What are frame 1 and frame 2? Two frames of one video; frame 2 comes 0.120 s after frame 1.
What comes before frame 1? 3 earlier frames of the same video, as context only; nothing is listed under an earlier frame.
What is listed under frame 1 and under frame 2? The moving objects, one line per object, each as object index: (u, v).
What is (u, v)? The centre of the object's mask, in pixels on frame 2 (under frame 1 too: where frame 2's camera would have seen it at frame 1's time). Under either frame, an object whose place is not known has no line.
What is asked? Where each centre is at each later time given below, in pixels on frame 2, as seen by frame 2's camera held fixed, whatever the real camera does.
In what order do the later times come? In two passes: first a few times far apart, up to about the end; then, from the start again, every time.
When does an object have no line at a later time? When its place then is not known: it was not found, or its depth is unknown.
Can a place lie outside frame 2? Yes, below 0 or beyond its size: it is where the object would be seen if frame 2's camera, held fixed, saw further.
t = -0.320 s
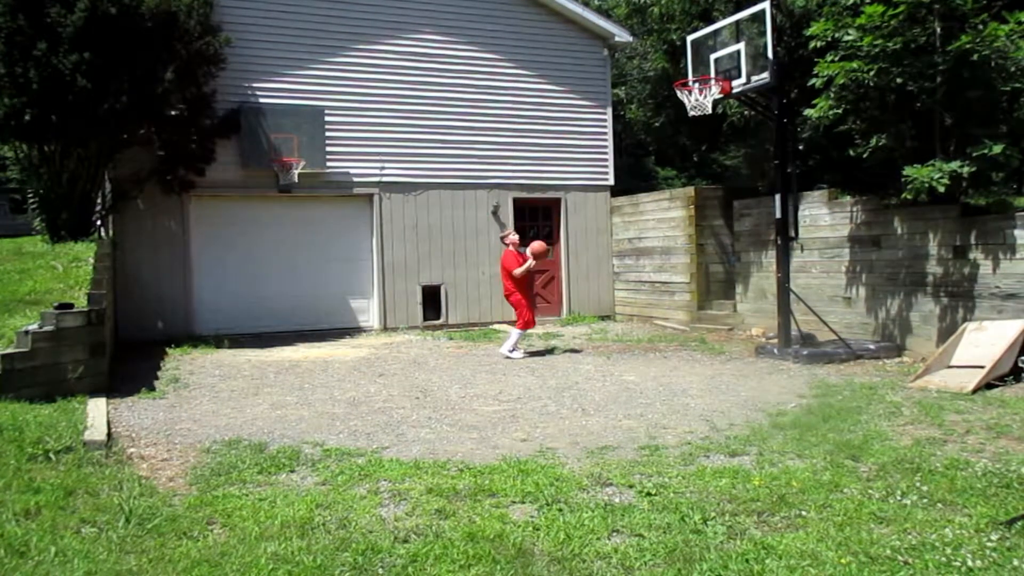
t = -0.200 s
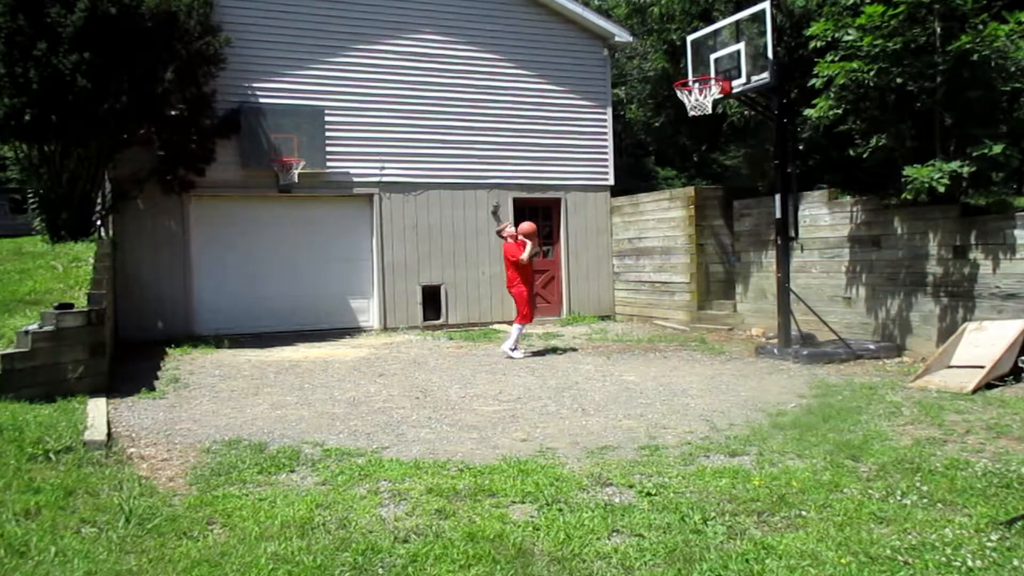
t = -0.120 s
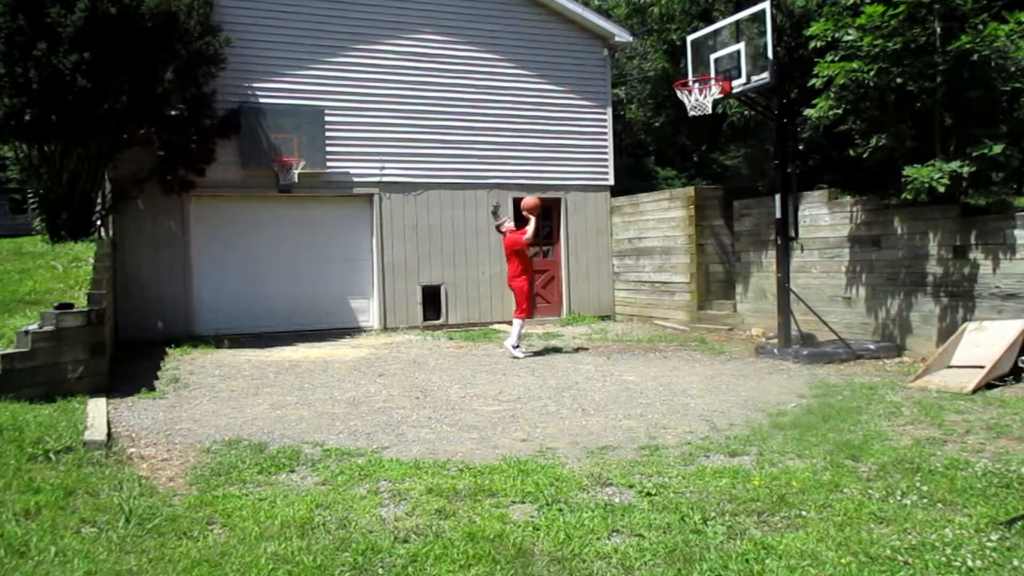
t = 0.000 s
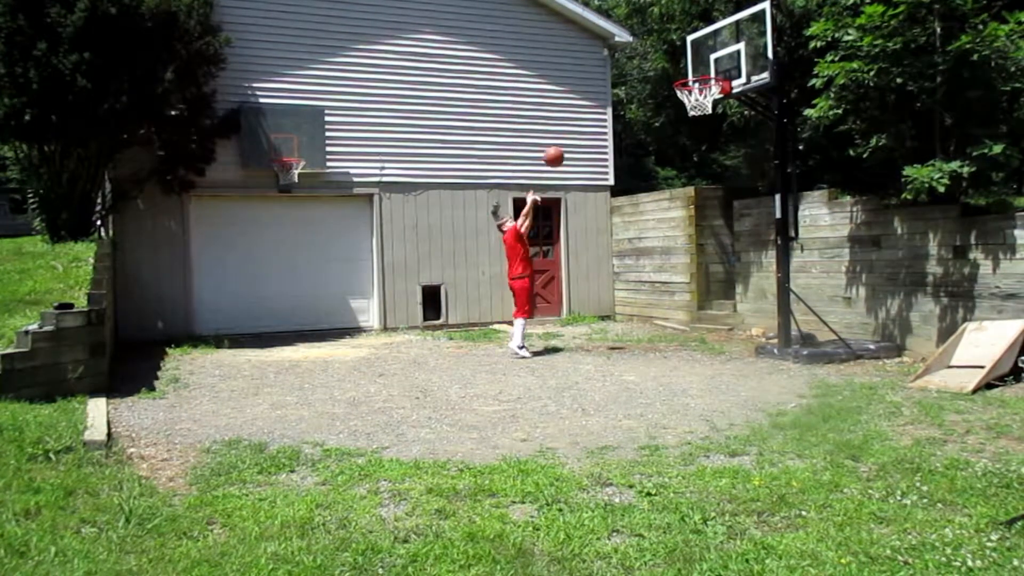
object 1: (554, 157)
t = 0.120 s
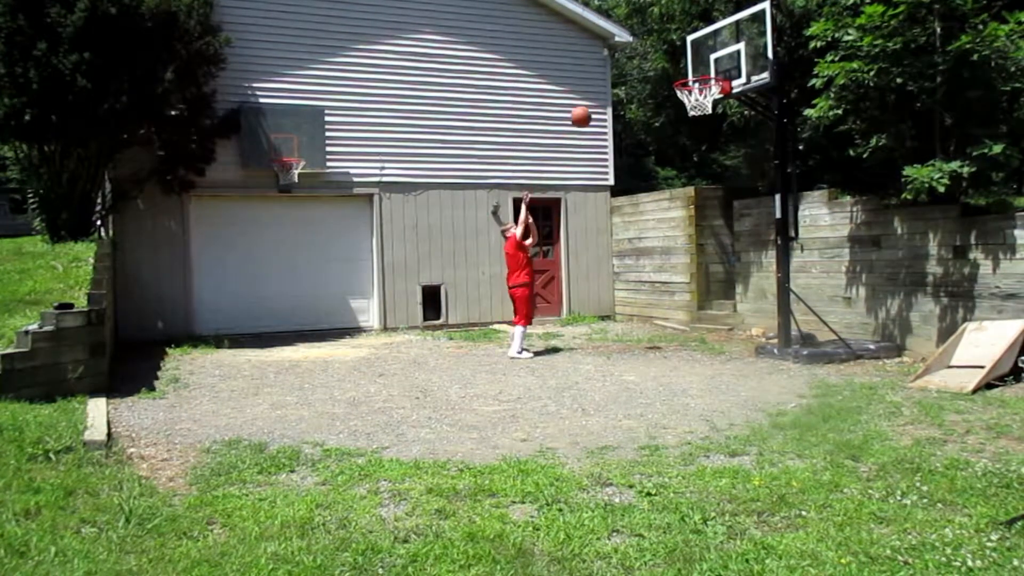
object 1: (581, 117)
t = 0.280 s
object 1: (619, 82)
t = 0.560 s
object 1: (692, 71)
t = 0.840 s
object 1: (687, 114)
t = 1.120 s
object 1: (676, 185)
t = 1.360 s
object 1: (670, 299)
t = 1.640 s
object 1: (665, 278)
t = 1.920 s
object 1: (663, 215)
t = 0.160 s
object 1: (590, 106)
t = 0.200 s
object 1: (599, 96)
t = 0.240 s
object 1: (609, 88)
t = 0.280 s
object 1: (619, 82)
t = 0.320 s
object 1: (629, 76)
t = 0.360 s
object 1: (639, 71)
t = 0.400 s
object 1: (650, 70)
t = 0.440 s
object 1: (660, 68)
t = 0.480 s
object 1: (671, 68)
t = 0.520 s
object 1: (681, 69)
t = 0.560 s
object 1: (692, 71)
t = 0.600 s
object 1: (703, 74)
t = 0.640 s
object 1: (705, 83)
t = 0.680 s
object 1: (700, 91)
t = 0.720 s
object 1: (693, 100)
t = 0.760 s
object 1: (691, 112)
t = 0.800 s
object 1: (688, 111)
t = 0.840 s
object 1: (687, 114)
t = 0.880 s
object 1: (685, 120)
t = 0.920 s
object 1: (683, 128)
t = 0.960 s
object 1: (681, 137)
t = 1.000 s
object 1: (680, 147)
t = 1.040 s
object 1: (679, 158)
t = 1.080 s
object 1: (677, 171)
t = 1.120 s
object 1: (676, 185)
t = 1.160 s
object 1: (675, 201)
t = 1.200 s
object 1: (674, 218)
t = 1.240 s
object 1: (673, 237)
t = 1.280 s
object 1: (672, 256)
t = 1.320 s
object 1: (670, 277)
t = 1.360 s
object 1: (670, 299)
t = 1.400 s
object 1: (669, 322)
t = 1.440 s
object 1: (668, 346)
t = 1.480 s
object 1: (668, 346)
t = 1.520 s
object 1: (667, 328)
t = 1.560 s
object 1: (667, 310)
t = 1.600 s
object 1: (666, 293)
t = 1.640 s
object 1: (665, 278)
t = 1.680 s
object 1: (665, 264)
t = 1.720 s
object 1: (665, 253)
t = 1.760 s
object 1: (664, 242)
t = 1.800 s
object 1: (664, 233)
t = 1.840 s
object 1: (664, 225)
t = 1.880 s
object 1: (663, 219)
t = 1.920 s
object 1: (663, 215)
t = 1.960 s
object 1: (663, 211)
